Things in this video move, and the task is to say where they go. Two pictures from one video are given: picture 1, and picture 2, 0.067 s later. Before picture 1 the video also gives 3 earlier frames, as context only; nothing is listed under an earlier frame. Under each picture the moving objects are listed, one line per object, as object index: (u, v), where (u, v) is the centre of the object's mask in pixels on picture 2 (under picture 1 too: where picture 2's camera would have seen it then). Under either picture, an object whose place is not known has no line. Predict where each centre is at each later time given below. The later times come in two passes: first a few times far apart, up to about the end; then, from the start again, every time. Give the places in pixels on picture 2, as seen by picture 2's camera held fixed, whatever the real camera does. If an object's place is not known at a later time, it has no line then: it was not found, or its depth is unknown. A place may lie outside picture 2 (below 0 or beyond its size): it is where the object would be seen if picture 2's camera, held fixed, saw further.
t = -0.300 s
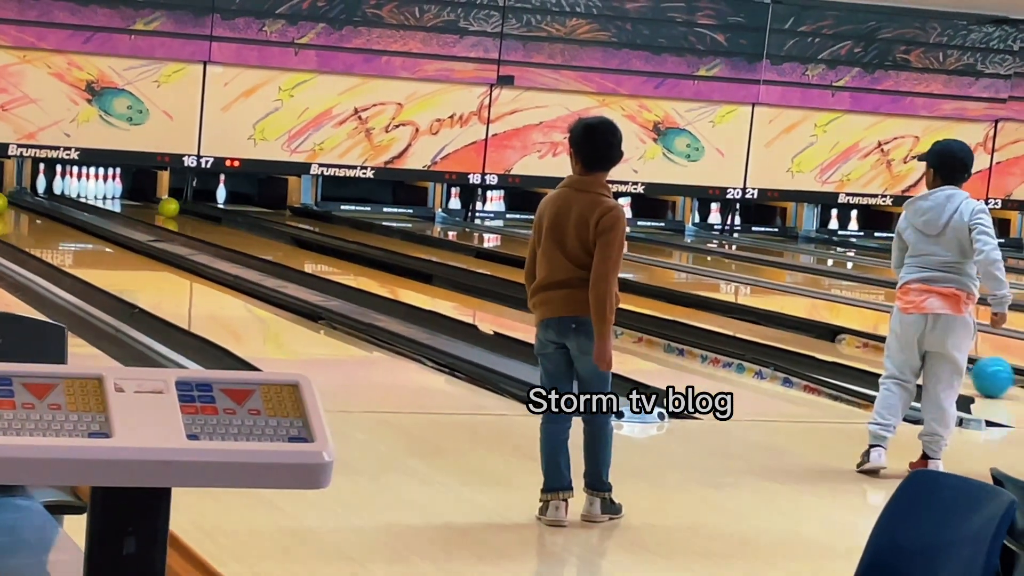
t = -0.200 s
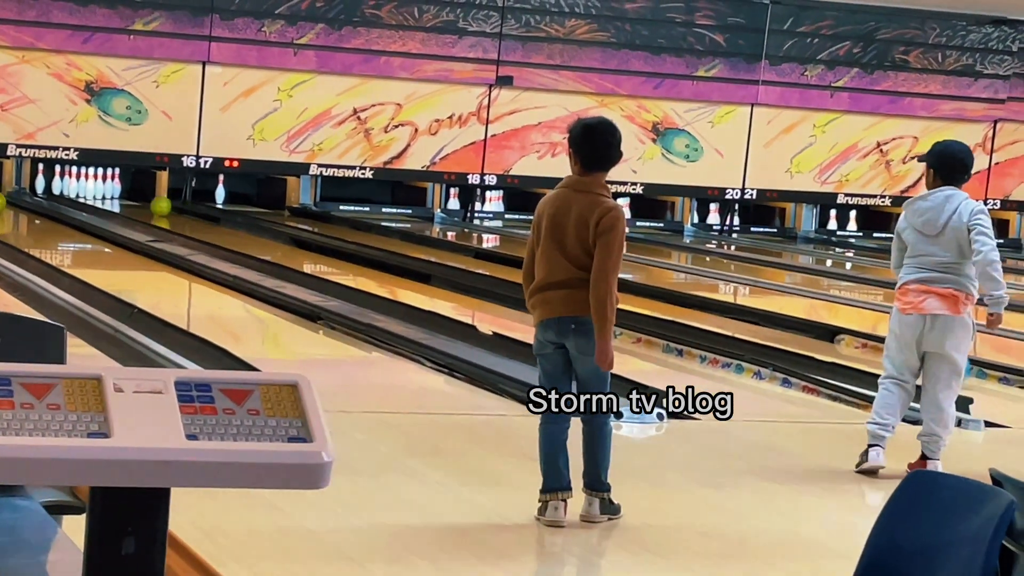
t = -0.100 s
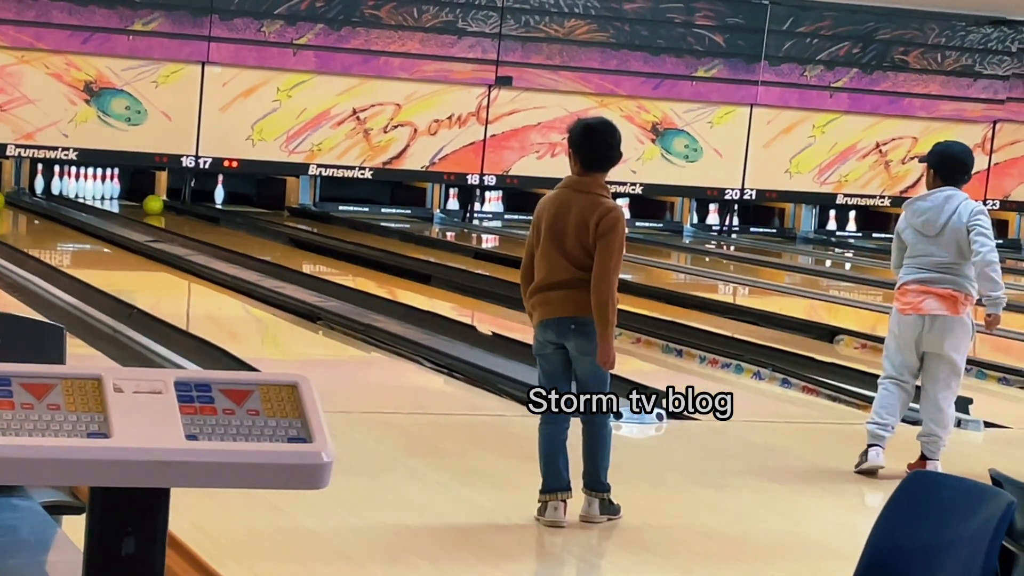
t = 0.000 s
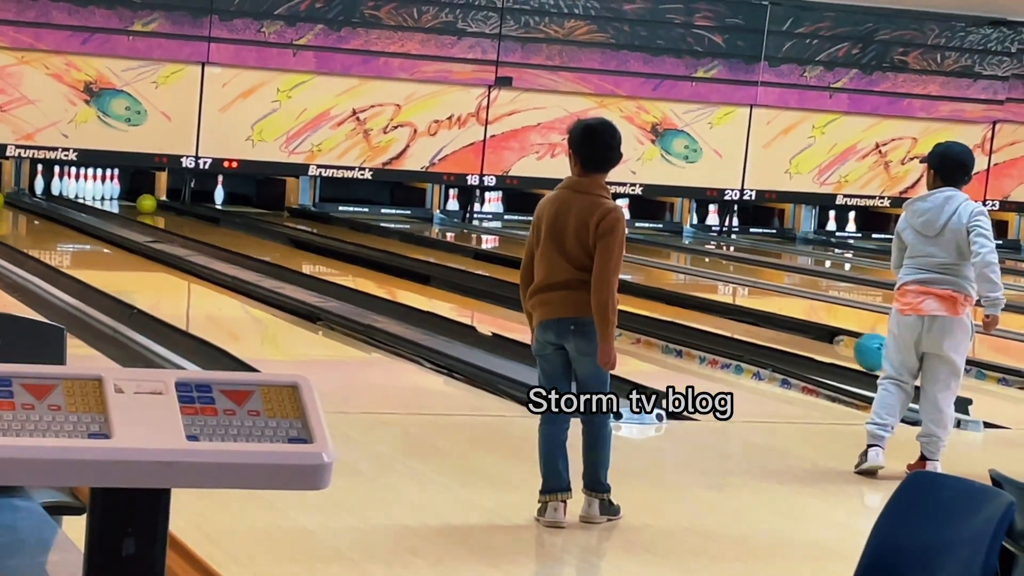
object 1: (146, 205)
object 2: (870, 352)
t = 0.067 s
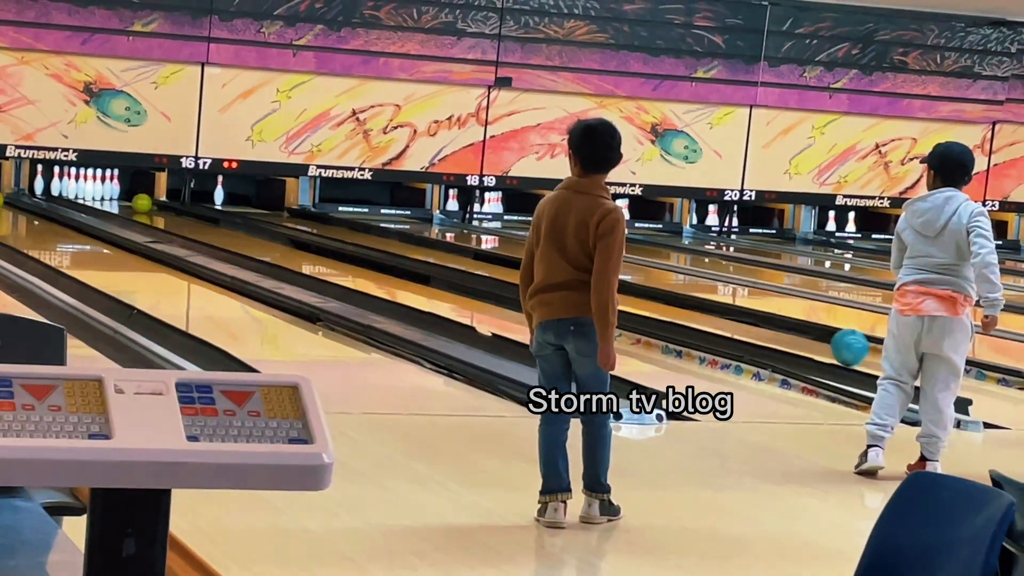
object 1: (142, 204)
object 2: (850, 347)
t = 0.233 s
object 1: (131, 202)
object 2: (795, 335)
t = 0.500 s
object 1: (116, 198)
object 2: (718, 318)
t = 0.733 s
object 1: (102, 195)
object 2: (659, 304)
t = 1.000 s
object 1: (92, 191)
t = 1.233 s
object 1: (89, 183)
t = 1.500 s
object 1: (84, 185)
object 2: (505, 268)
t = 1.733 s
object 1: (79, 186)
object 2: (467, 261)
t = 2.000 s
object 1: (78, 190)
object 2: (427, 253)
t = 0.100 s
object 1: (139, 203)
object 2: (838, 345)
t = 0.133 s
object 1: (137, 203)
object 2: (827, 342)
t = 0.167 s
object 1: (134, 202)
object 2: (816, 340)
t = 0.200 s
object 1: (133, 202)
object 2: (805, 337)
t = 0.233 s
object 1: (131, 202)
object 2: (795, 335)
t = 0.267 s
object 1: (129, 201)
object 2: (785, 332)
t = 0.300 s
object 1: (127, 201)
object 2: (775, 330)
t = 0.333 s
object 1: (125, 200)
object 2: (765, 328)
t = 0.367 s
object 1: (124, 200)
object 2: (755, 326)
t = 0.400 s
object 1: (121, 199)
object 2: (746, 324)
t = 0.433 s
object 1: (120, 199)
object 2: (736, 322)
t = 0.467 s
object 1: (118, 198)
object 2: (727, 320)
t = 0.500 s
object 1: (116, 198)
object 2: (718, 318)
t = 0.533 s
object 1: (114, 198)
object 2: (709, 315)
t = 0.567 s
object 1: (112, 197)
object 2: (701, 313)
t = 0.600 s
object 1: (110, 196)
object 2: (692, 311)
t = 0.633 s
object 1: (108, 196)
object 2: (684, 309)
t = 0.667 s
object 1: (106, 196)
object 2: (675, 307)
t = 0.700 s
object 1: (104, 195)
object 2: (667, 306)
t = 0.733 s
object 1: (102, 195)
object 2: (659, 304)
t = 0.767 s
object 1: (101, 194)
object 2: (651, 302)
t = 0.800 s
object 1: (99, 193)
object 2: (644, 300)
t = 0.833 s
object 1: (98, 193)
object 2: (637, 298)
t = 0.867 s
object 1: (96, 192)
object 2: (632, 296)
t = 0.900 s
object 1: (94, 192)
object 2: (629, 295)
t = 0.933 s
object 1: (93, 192)
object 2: (624, 293)
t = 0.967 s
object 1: (92, 191)
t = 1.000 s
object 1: (92, 191)
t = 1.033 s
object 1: (91, 191)
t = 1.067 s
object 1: (91, 192)
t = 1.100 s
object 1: (90, 194)
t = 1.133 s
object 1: (89, 195)
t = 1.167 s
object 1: (89, 196)
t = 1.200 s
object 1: (89, 196)
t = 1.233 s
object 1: (89, 183)
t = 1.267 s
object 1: (86, 181)
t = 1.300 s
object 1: (88, 183)
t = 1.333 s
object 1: (88, 184)
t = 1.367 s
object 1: (87, 184)
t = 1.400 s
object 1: (87, 184)
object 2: (514, 270)
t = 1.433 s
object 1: (86, 185)
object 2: (511, 270)
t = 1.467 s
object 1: (84, 185)
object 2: (509, 269)
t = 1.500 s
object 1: (84, 185)
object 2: (505, 268)
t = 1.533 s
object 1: (83, 185)
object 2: (499, 267)
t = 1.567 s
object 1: (83, 185)
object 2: (494, 266)
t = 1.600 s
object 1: (81, 185)
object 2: (488, 265)
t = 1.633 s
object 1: (81, 185)
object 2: (483, 264)
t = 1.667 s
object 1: (80, 186)
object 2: (478, 263)
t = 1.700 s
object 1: (80, 186)
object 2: (472, 261)
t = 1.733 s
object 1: (79, 186)
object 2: (467, 261)
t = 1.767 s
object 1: (78, 186)
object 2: (462, 259)
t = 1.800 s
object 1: (78, 186)
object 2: (456, 258)
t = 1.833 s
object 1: (79, 186)
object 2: (452, 257)
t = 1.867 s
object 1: (78, 187)
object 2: (446, 257)
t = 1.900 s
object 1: (78, 188)
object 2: (442, 256)
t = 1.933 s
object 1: (78, 188)
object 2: (437, 255)
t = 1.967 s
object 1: (78, 189)
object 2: (432, 254)
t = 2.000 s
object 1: (78, 190)
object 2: (427, 253)
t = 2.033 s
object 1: (77, 191)
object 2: (423, 252)
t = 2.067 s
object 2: (418, 252)
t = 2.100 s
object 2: (413, 250)
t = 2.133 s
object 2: (409, 250)
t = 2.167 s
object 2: (404, 249)
